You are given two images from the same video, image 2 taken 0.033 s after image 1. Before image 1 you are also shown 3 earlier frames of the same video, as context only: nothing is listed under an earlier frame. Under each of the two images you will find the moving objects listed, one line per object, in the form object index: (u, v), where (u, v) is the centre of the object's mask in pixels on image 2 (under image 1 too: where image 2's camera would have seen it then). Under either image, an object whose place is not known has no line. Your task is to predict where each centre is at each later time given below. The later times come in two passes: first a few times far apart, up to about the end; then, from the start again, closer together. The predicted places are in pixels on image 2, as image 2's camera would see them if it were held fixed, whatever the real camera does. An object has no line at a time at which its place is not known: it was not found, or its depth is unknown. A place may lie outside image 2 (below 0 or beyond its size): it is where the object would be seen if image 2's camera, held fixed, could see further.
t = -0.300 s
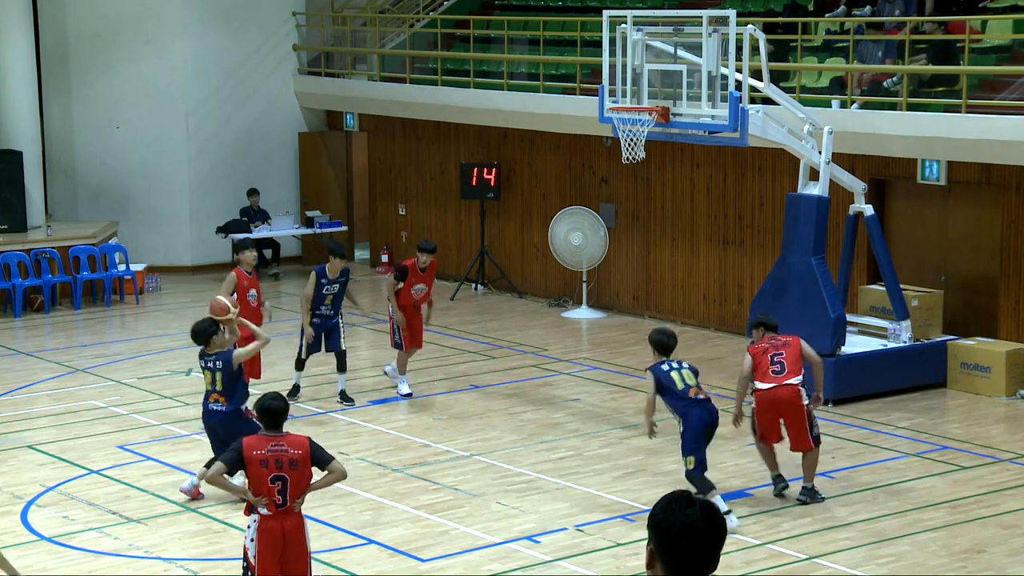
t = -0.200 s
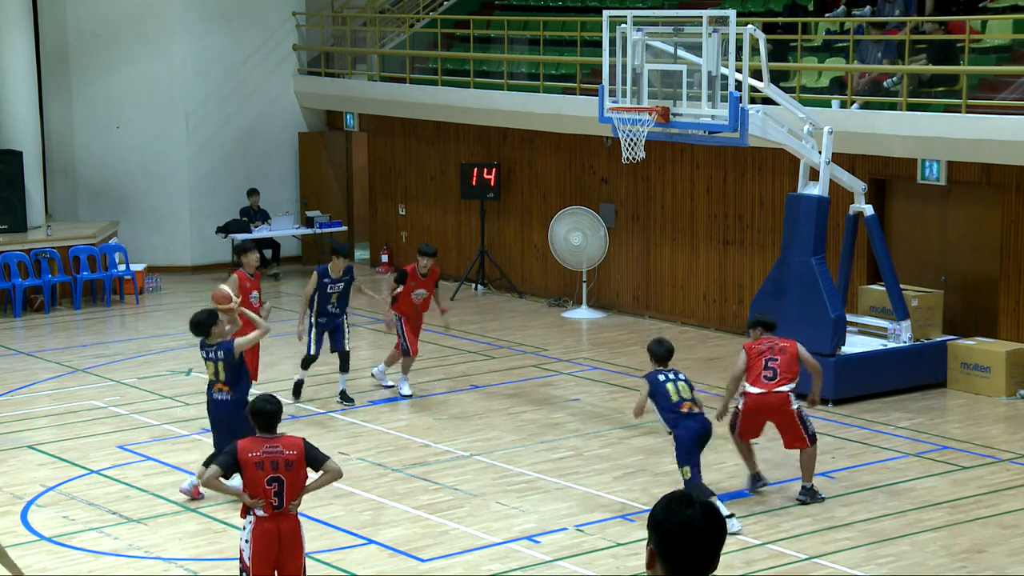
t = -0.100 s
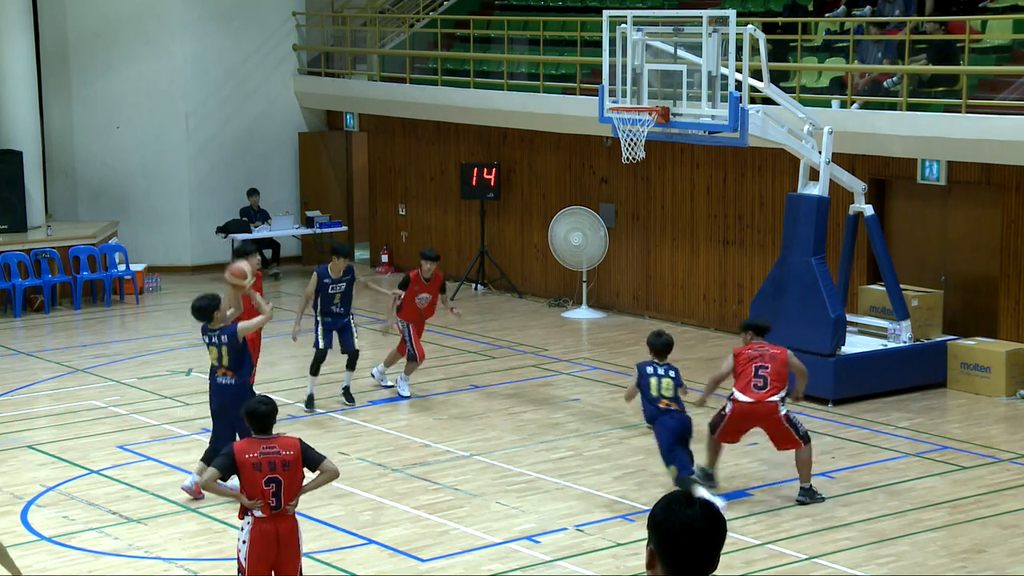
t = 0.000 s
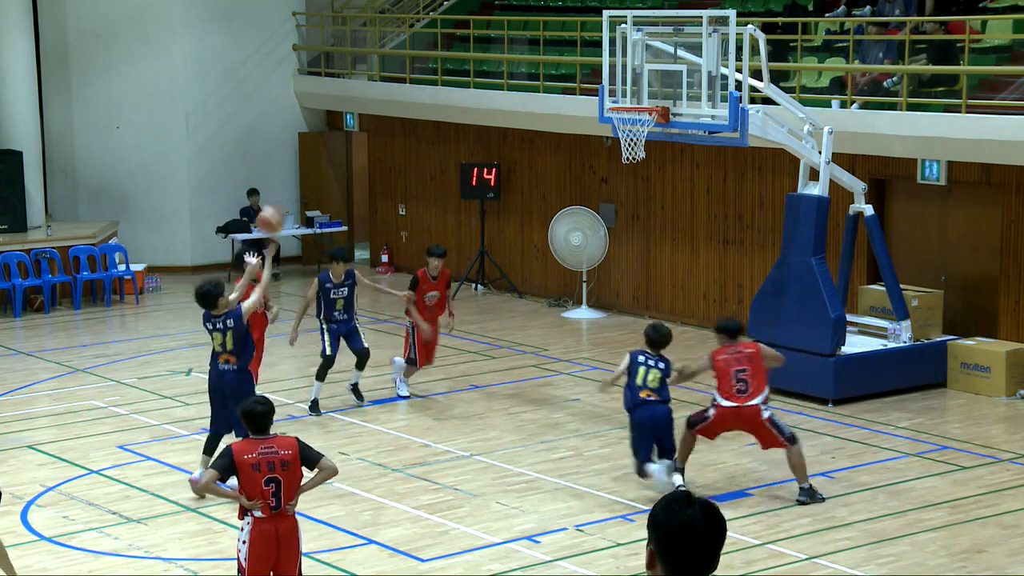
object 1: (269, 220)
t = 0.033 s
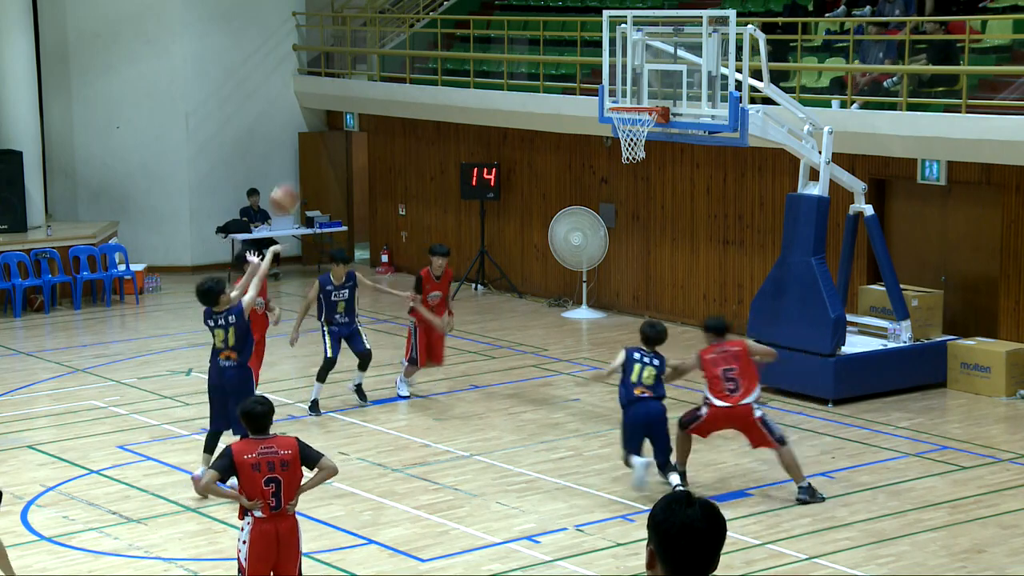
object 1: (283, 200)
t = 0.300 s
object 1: (396, 69)
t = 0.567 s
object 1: (499, 26)
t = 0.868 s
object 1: (607, 71)
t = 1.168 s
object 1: (644, 88)
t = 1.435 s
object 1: (588, 111)
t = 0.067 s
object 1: (299, 177)
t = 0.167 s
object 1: (341, 123)
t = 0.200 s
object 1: (354, 107)
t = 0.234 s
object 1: (367, 95)
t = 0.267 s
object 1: (382, 81)
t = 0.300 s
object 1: (396, 69)
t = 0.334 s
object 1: (409, 60)
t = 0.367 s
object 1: (421, 51)
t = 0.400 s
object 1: (434, 44)
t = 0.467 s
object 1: (461, 34)
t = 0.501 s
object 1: (474, 30)
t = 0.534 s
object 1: (486, 28)
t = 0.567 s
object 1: (499, 26)
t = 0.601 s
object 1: (511, 26)
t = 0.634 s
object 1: (523, 28)
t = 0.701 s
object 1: (549, 34)
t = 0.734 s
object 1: (561, 40)
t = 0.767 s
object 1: (572, 45)
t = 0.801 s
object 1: (584, 53)
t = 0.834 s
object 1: (595, 60)
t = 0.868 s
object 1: (607, 71)
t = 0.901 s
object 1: (619, 81)
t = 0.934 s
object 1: (631, 93)
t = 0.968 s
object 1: (639, 97)
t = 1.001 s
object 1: (645, 97)
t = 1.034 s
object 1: (650, 97)
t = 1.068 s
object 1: (650, 96)
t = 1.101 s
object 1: (650, 94)
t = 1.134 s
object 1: (650, 91)
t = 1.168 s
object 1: (644, 88)
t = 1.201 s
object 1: (637, 87)
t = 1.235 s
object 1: (630, 87)
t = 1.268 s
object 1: (624, 88)
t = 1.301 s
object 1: (616, 90)
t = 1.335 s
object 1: (609, 94)
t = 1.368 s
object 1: (602, 99)
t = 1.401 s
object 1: (595, 104)
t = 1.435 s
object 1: (588, 111)
